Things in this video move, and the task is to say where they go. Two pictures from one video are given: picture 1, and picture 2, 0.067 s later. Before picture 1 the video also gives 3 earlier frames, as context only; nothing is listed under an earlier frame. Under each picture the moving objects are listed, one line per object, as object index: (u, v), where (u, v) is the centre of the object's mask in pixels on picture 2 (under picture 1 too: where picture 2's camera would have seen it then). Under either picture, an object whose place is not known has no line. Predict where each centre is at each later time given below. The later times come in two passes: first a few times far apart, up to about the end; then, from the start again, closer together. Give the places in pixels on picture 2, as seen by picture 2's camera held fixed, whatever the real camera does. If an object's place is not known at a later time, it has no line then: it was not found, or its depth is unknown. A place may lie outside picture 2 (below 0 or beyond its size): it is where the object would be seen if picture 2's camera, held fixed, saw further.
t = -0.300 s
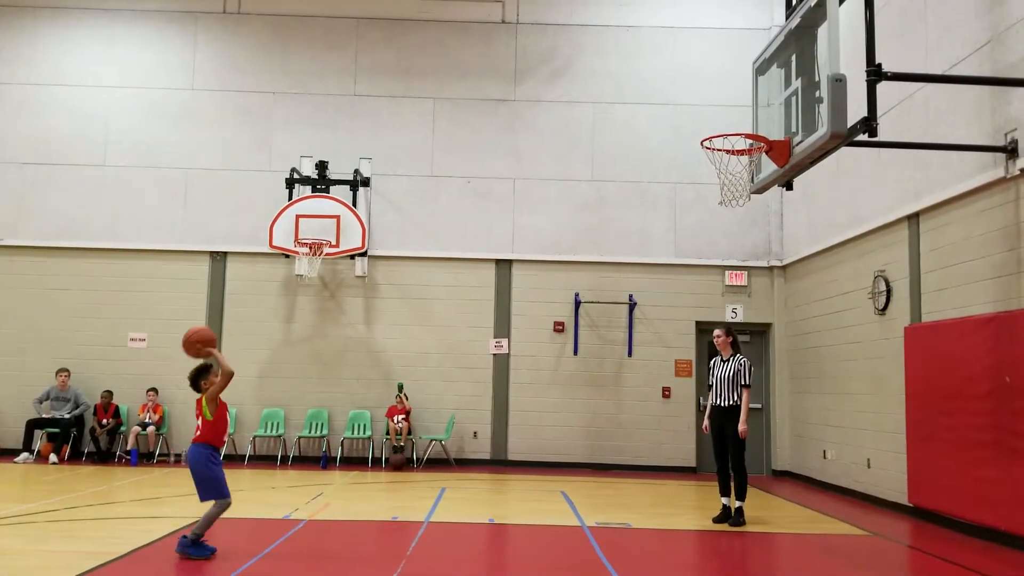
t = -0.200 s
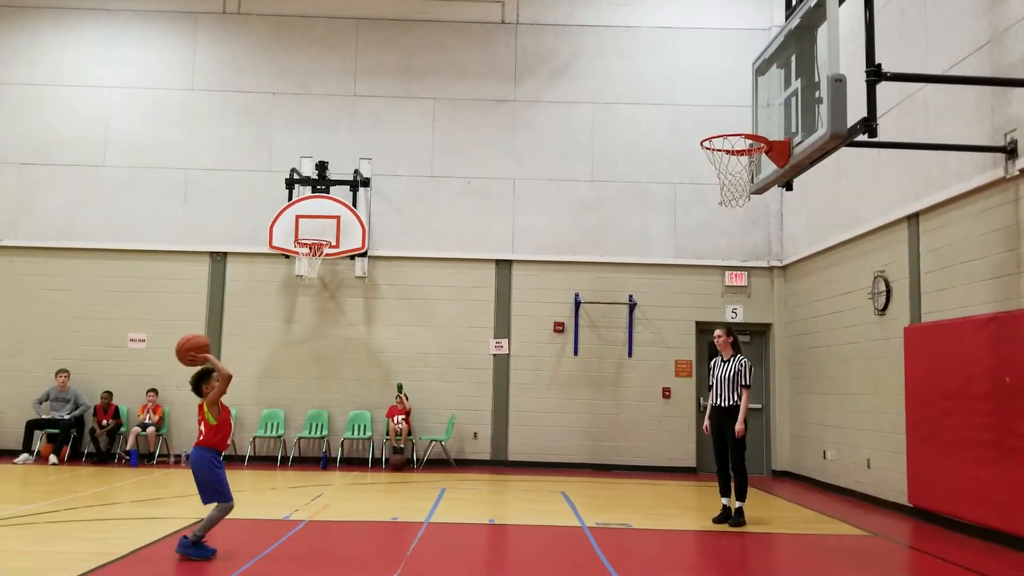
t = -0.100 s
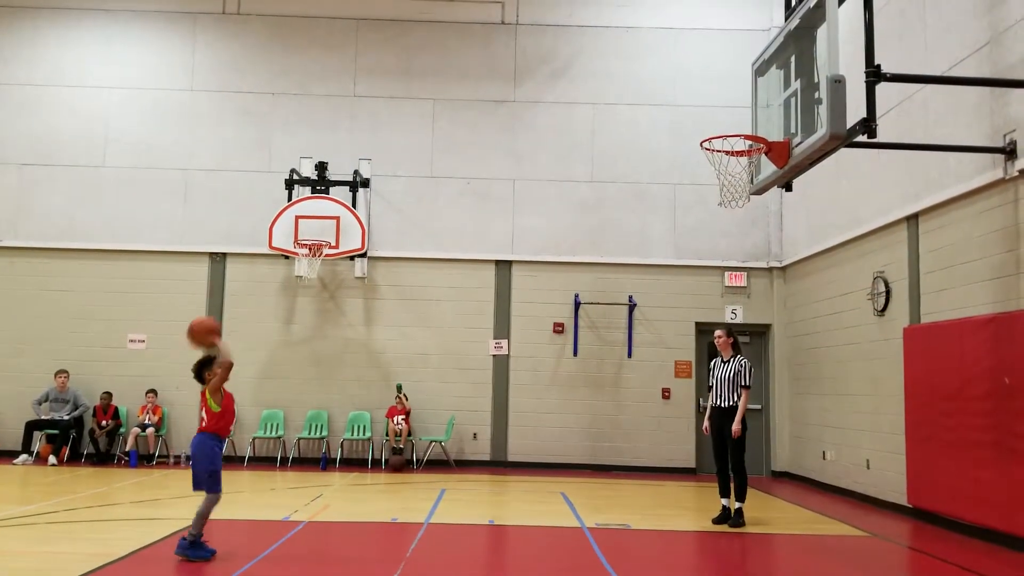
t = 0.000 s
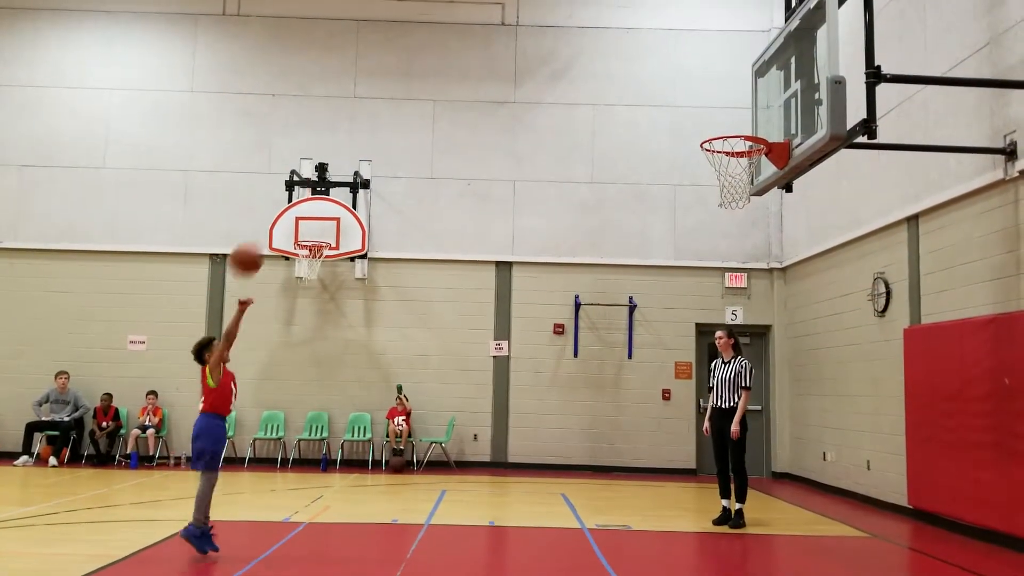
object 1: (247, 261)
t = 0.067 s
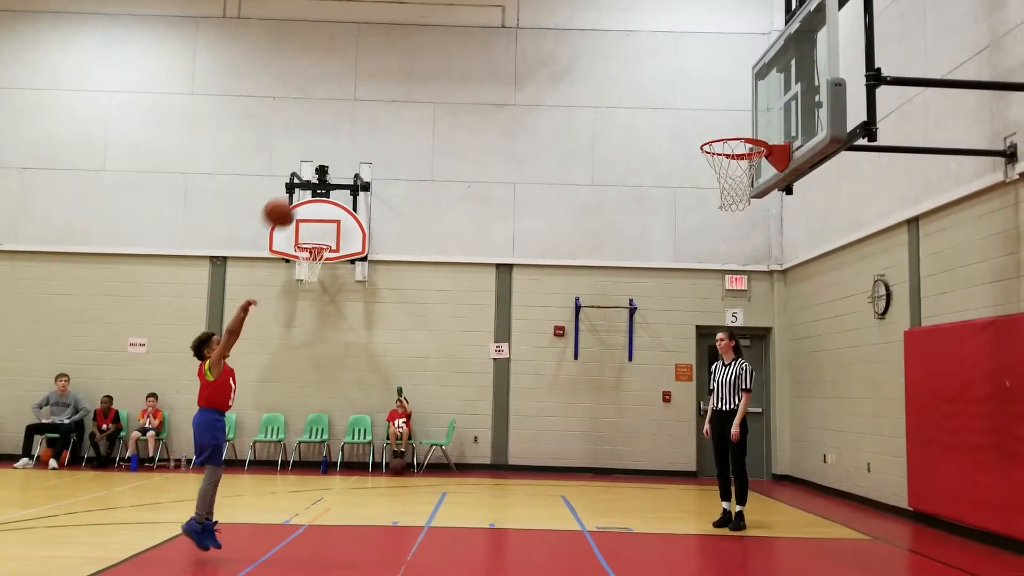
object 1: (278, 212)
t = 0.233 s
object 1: (358, 118)
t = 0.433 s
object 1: (448, 54)
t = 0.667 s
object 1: (550, 41)
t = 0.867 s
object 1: (637, 86)
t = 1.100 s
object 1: (724, 203)
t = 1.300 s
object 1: (786, 364)
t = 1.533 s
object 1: (843, 518)
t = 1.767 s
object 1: (841, 354)
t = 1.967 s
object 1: (843, 275)
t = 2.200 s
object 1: (844, 252)
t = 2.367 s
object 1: (846, 279)
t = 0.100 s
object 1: (296, 190)
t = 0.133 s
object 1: (310, 170)
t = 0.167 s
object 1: (327, 151)
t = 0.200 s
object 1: (342, 134)
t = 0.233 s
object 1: (358, 118)
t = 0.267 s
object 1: (373, 104)
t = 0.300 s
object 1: (389, 91)
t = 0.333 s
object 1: (403, 80)
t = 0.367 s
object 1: (418, 70)
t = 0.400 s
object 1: (433, 61)
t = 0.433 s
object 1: (448, 54)
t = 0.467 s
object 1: (463, 47)
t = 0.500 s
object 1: (478, 43)
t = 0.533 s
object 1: (492, 40)
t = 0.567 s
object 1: (507, 38)
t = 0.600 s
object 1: (522, 38)
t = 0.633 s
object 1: (536, 39)
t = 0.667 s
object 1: (550, 41)
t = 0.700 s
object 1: (565, 45)
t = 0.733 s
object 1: (579, 50)
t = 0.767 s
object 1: (594, 57)
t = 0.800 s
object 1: (608, 65)
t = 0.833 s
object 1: (622, 75)
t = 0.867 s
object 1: (637, 86)
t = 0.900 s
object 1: (651, 99)
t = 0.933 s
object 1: (666, 113)
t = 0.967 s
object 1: (680, 129)
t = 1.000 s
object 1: (695, 146)
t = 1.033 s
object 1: (705, 165)
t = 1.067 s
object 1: (715, 182)
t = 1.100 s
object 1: (724, 203)
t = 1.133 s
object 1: (734, 226)
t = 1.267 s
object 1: (775, 332)
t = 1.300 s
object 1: (786, 364)
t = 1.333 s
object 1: (796, 396)
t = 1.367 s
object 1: (806, 432)
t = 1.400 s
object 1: (817, 469)
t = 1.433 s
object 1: (829, 508)
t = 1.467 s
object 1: (843, 553)
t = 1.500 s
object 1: (847, 551)
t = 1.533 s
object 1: (843, 518)
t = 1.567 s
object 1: (841, 489)
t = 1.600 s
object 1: (842, 462)
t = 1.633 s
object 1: (841, 437)
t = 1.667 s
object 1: (841, 414)
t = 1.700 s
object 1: (841, 392)
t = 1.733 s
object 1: (841, 372)
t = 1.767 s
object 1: (841, 354)
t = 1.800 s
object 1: (842, 337)
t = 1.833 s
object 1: (842, 321)
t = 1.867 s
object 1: (842, 308)
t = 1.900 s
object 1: (842, 295)
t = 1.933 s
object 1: (842, 284)
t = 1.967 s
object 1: (843, 275)
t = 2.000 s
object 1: (843, 268)
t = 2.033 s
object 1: (843, 261)
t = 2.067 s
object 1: (843, 256)
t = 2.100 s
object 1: (843, 253)
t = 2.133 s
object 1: (843, 251)
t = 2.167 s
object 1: (844, 251)
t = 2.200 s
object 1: (844, 252)
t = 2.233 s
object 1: (844, 254)
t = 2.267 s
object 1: (844, 258)
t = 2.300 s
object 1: (845, 263)
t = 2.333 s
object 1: (845, 270)
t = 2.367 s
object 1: (846, 279)
